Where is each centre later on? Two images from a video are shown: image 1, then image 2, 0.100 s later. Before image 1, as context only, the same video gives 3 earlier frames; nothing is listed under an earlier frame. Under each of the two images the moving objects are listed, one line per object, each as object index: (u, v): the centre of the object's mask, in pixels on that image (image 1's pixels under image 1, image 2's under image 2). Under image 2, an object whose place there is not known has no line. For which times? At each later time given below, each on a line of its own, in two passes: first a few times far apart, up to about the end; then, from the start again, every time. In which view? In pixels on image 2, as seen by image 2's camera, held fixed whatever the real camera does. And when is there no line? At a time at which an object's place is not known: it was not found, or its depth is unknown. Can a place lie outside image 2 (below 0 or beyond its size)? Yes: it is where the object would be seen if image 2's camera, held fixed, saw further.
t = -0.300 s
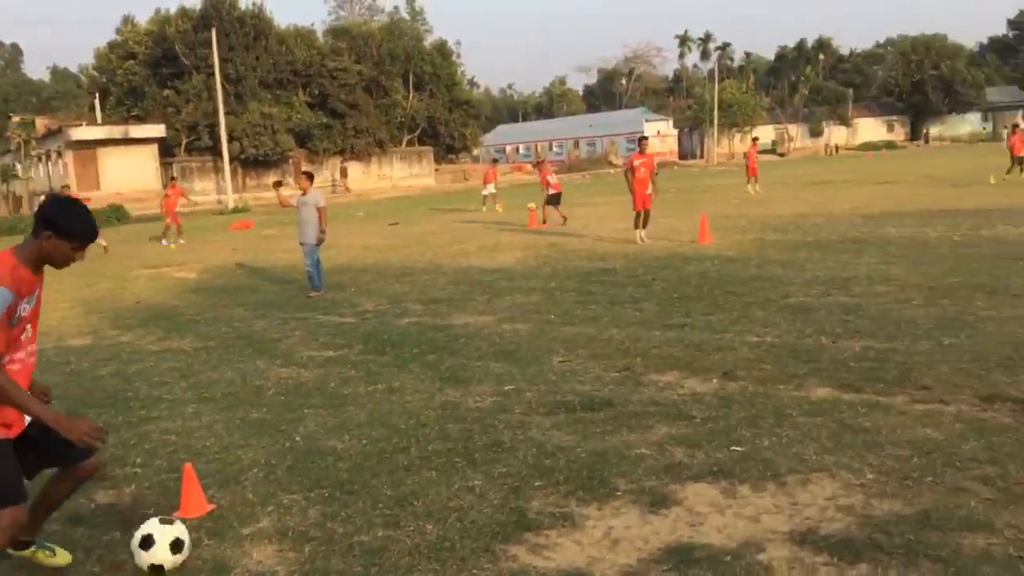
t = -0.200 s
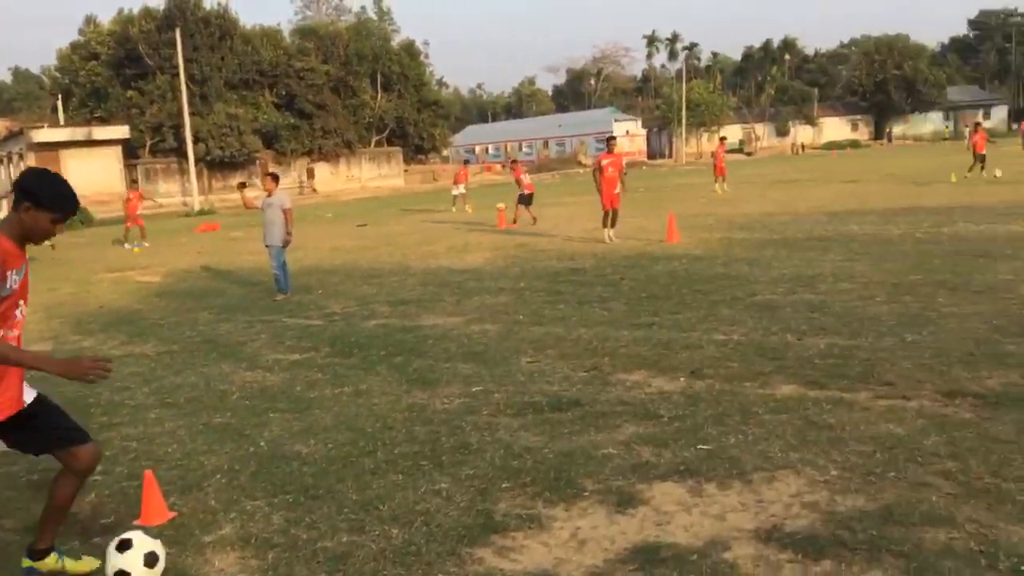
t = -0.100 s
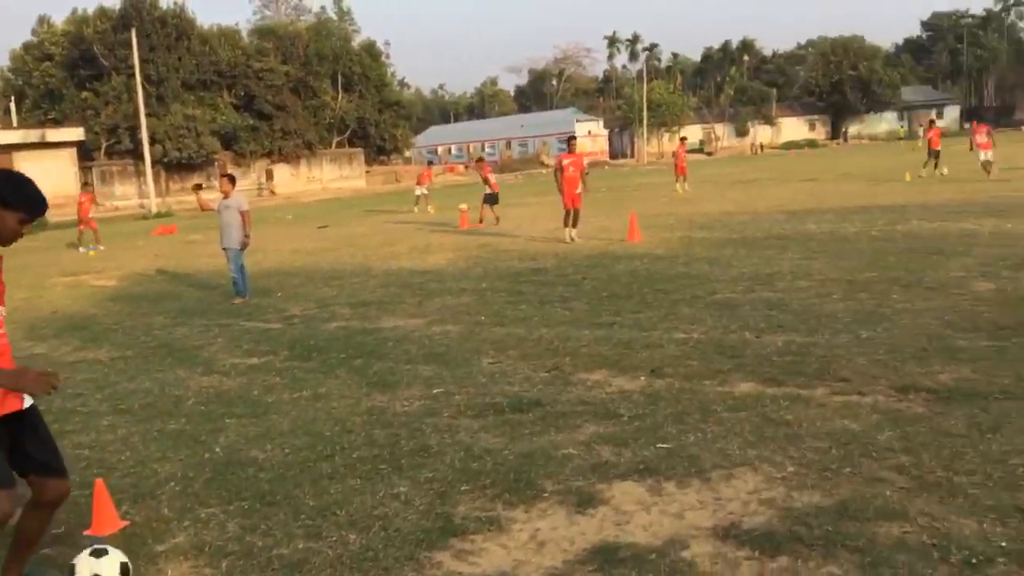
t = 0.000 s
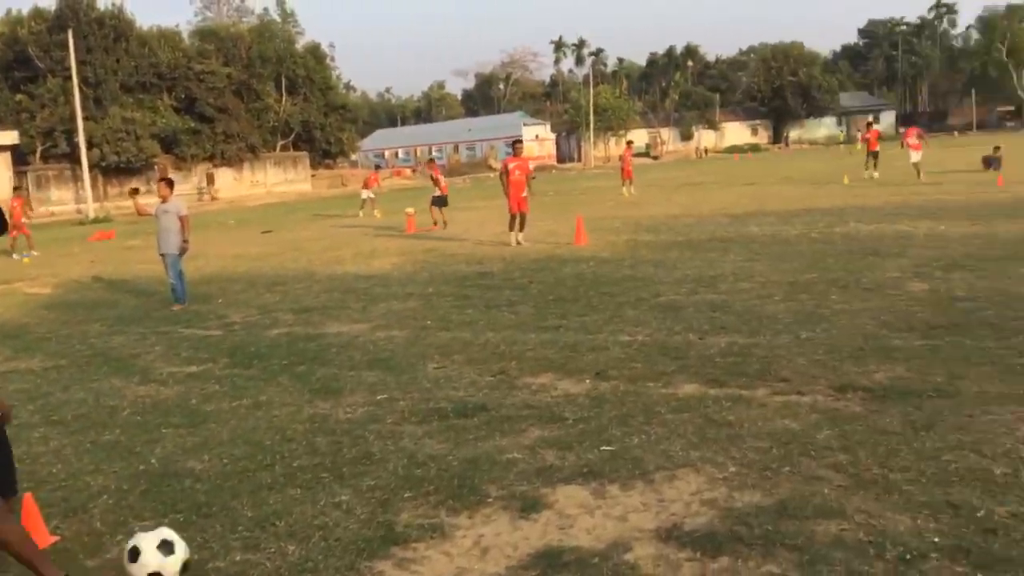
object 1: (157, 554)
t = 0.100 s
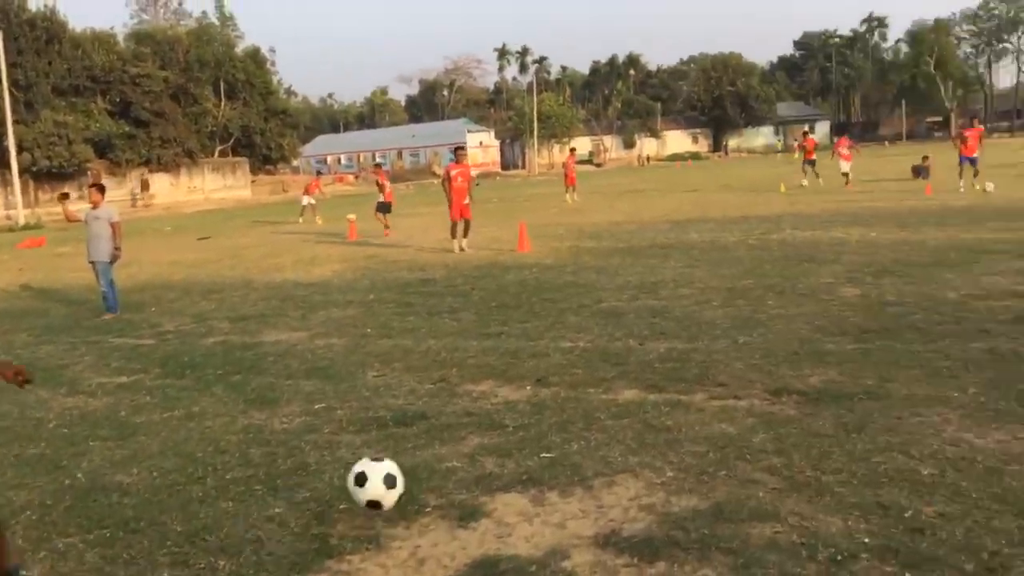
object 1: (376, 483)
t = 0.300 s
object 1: (795, 409)
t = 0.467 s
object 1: (1013, 357)
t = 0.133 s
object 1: (460, 463)
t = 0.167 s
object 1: (537, 446)
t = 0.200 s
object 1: (608, 432)
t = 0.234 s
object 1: (675, 422)
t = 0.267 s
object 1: (737, 415)
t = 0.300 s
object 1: (795, 409)
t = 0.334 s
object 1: (851, 407)
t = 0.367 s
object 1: (899, 399)
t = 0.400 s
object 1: (938, 382)
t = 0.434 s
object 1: (977, 368)
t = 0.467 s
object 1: (1013, 357)
